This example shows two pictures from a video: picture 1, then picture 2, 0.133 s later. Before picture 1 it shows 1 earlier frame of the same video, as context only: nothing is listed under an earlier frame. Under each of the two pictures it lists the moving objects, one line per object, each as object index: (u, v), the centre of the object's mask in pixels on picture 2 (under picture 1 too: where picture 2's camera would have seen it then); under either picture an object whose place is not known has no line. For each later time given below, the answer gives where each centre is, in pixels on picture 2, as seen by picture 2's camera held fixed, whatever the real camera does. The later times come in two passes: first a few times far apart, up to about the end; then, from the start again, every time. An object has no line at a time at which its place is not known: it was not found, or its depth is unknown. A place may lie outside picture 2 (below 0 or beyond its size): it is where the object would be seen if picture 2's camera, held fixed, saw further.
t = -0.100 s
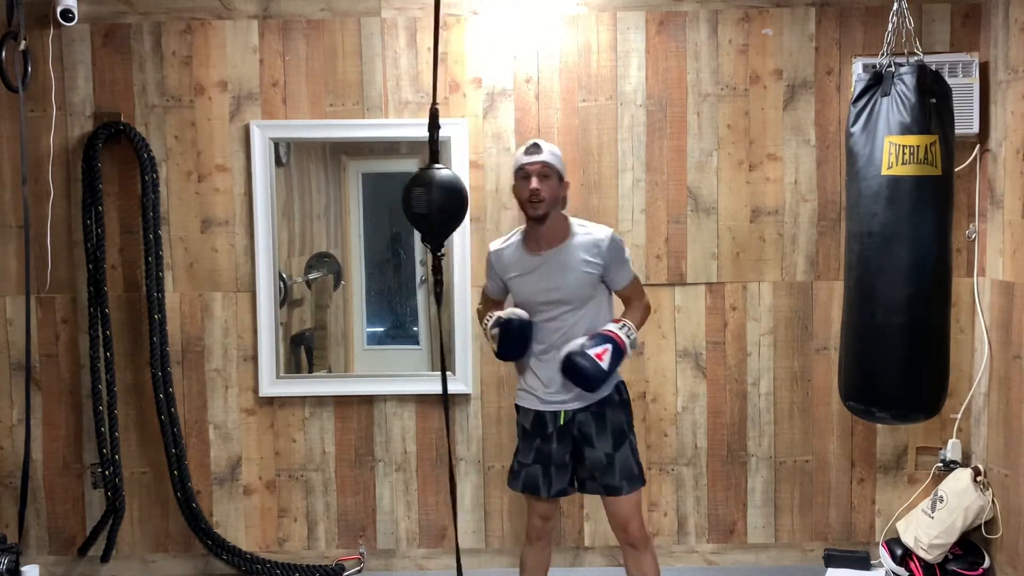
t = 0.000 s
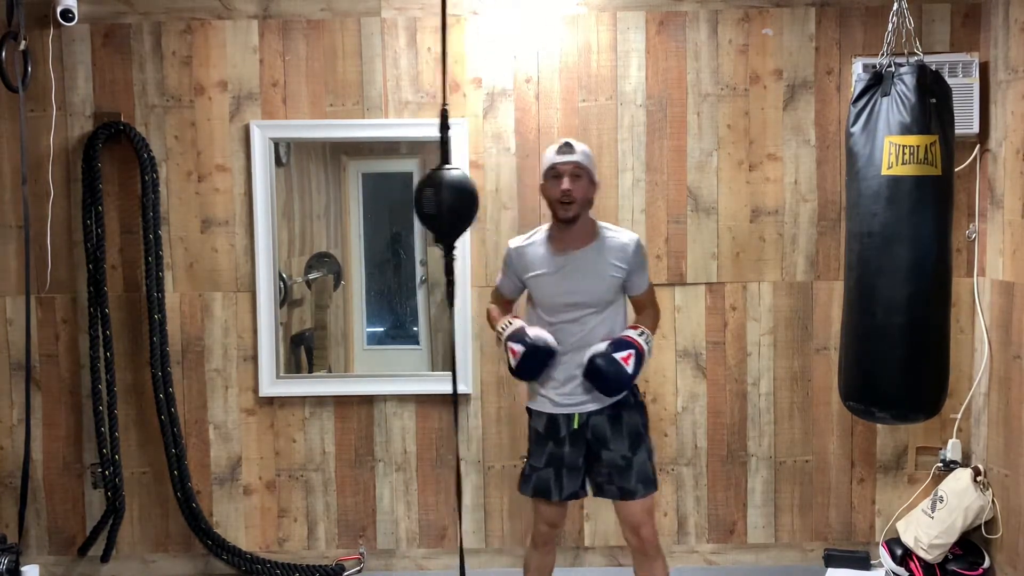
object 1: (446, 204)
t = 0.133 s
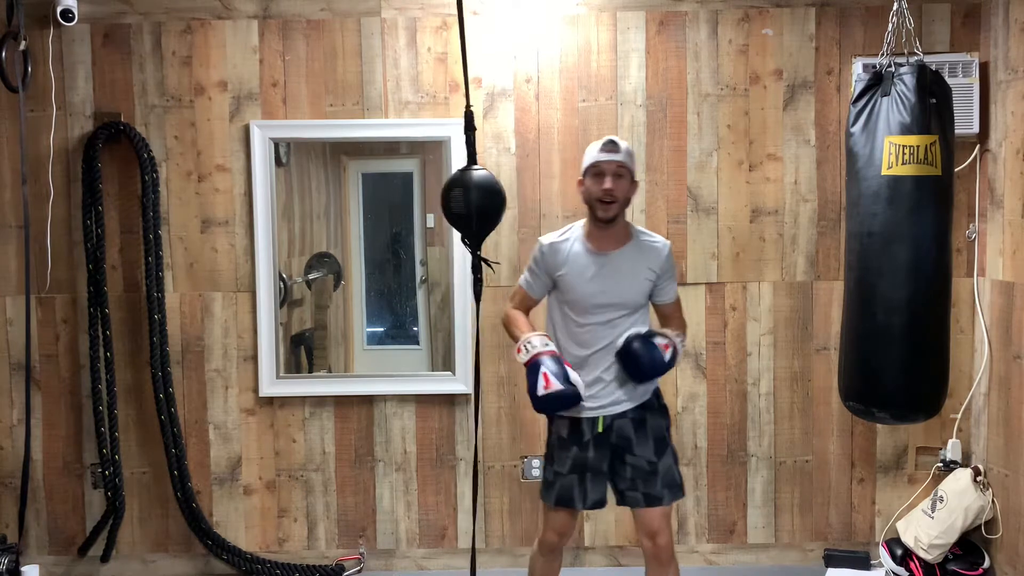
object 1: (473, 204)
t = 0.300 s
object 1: (444, 203)
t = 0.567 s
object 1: (470, 203)
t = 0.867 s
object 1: (443, 204)
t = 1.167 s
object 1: (450, 203)
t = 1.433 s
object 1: (466, 203)
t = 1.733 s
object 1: (442, 203)
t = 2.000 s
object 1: (461, 203)
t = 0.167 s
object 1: (472, 204)
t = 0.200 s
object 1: (467, 204)
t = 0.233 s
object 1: (460, 204)
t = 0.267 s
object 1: (451, 204)
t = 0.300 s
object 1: (444, 203)
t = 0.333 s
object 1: (440, 203)
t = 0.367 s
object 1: (438, 203)
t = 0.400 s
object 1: (439, 203)
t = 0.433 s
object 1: (444, 203)
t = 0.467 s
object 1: (452, 203)
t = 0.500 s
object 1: (459, 203)
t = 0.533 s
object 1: (466, 203)
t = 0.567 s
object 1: (470, 203)
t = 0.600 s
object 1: (472, 203)
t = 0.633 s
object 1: (468, 203)
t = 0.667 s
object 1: (463, 203)
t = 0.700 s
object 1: (456, 203)
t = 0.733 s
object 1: (448, 204)
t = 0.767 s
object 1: (442, 204)
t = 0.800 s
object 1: (439, 204)
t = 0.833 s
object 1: (439, 204)
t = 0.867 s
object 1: (443, 204)
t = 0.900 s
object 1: (449, 204)
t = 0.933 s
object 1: (457, 203)
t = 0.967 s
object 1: (464, 204)
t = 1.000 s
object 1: (469, 203)
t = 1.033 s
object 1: (470, 203)
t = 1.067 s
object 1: (469, 203)
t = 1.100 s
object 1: (465, 203)
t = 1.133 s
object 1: (458, 203)
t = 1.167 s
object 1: (450, 203)
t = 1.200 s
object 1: (444, 203)
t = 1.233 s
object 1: (441, 203)
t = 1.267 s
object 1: (440, 203)
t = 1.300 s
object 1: (443, 203)
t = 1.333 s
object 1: (447, 204)
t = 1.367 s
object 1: (455, 204)
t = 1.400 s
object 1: (461, 204)
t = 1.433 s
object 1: (466, 203)
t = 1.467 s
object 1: (469, 203)
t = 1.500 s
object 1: (469, 203)
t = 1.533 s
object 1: (466, 203)
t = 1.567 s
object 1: (460, 203)
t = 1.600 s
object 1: (454, 202)
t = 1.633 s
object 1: (447, 203)
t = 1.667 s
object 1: (443, 203)
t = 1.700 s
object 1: (441, 203)
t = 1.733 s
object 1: (442, 203)
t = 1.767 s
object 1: (447, 203)
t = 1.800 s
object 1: (452, 203)
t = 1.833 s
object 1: (459, 203)
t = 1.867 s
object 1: (464, 204)
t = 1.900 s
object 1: (468, 203)
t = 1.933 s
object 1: (468, 203)
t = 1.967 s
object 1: (466, 203)
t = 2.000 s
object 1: (461, 203)
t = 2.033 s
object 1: (455, 203)
